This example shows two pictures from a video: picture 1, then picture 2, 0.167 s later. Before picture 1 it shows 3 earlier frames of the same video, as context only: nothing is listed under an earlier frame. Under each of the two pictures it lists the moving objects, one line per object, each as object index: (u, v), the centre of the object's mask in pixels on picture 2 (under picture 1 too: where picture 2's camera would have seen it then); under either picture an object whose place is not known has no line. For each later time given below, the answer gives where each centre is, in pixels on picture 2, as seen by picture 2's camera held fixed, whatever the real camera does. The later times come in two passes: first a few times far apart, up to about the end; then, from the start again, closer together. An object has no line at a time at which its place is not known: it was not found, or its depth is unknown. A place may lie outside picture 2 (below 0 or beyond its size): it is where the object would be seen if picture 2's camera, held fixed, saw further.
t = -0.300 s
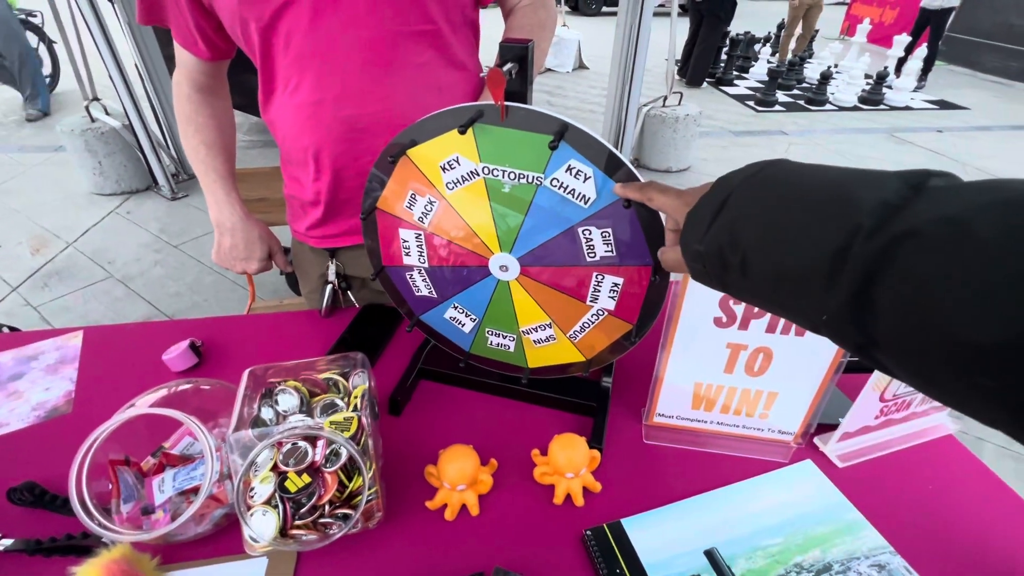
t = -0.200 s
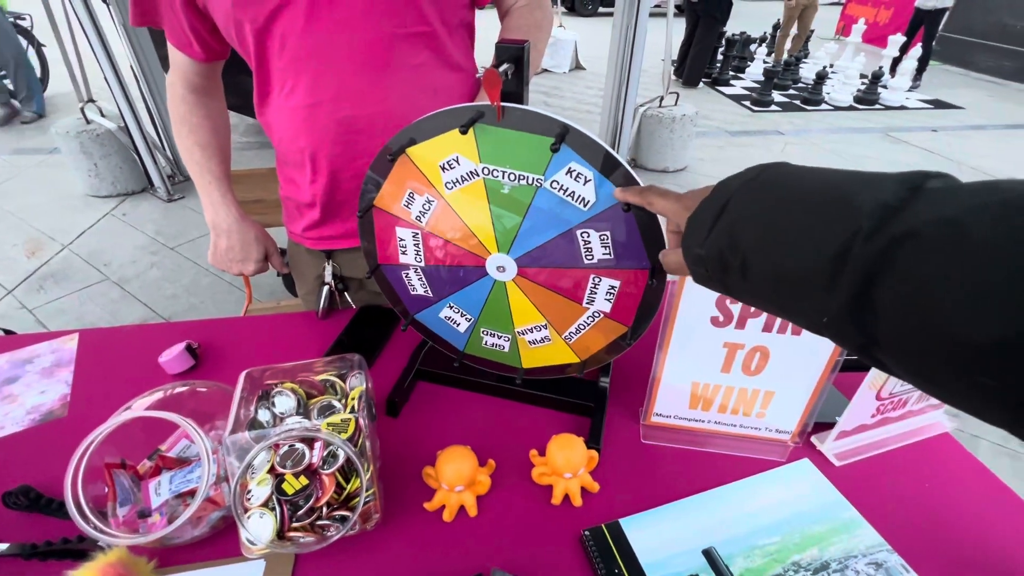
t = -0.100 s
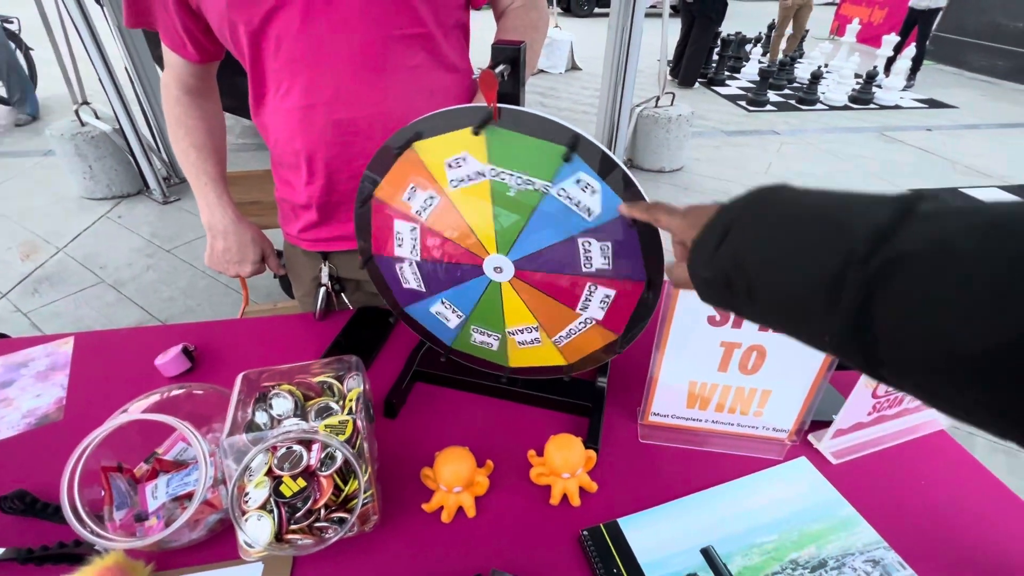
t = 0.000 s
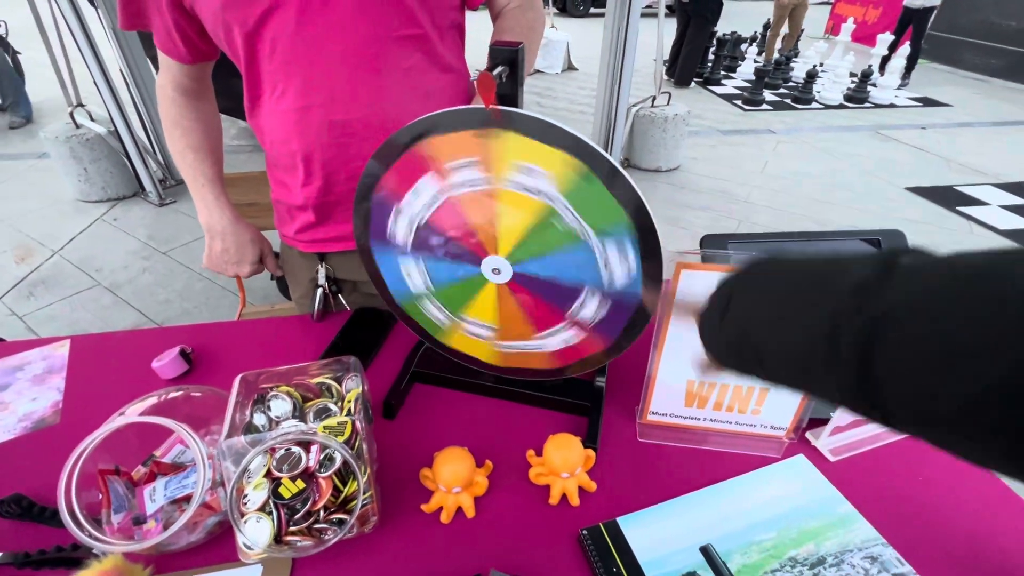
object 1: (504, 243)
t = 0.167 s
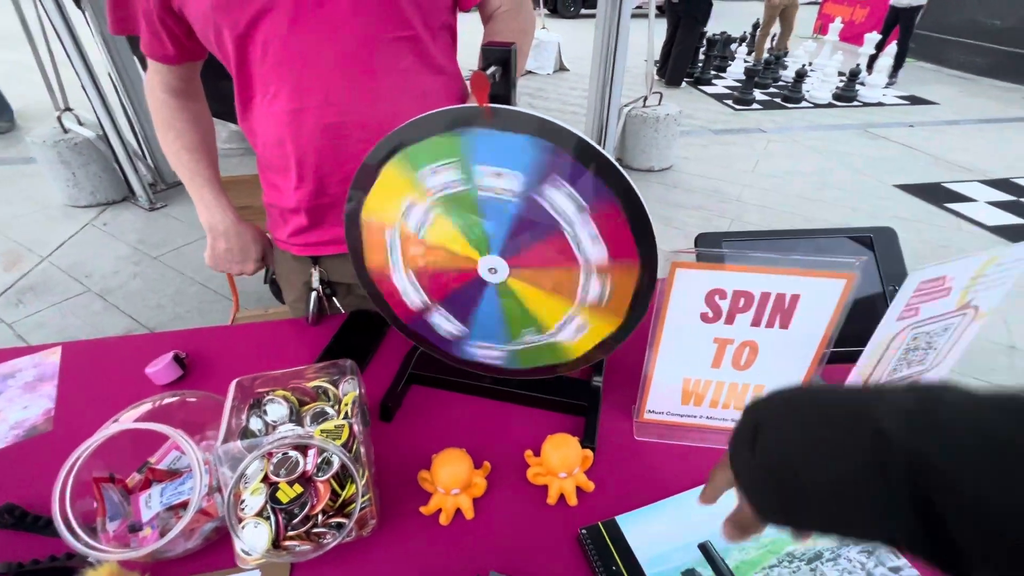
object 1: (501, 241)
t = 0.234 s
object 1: (502, 241)
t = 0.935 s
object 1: (498, 244)
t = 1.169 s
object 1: (497, 244)
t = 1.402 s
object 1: (496, 246)
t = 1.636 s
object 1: (495, 247)
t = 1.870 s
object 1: (496, 247)
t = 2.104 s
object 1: (495, 248)
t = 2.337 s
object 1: (496, 248)
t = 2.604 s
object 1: (496, 249)
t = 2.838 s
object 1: (496, 250)
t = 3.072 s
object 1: (496, 250)
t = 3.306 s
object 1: (496, 250)
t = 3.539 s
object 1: (496, 251)
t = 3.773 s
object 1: (497, 251)
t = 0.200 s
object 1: (502, 241)
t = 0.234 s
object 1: (502, 241)
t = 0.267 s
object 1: (503, 242)
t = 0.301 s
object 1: (502, 242)
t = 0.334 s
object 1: (501, 242)
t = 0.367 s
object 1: (501, 242)
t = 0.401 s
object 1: (500, 242)
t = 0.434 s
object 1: (500, 242)
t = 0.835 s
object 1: (498, 243)
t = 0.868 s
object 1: (498, 244)
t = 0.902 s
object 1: (498, 244)
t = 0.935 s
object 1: (498, 244)
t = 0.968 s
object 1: (498, 244)
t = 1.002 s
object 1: (497, 244)
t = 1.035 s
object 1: (497, 244)
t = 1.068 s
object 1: (497, 244)
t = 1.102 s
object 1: (497, 244)
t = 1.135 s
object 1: (497, 244)
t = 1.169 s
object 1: (497, 244)
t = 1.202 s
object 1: (497, 245)
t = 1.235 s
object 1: (497, 245)
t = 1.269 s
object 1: (497, 245)
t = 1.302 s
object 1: (497, 245)
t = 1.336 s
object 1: (497, 246)
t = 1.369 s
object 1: (496, 246)
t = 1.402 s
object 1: (496, 246)
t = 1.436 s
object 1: (496, 246)
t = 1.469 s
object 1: (496, 246)
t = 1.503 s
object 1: (496, 246)
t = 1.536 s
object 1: (495, 246)
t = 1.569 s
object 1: (495, 247)
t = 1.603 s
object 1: (495, 247)
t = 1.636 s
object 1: (495, 247)
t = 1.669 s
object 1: (495, 247)
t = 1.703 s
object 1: (495, 247)
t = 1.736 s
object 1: (495, 247)
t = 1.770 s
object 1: (495, 247)
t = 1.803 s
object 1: (495, 247)
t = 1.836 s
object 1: (496, 247)
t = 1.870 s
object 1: (496, 247)
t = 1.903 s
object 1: (496, 247)
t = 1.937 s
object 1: (495, 247)
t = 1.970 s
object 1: (495, 247)
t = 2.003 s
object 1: (495, 247)
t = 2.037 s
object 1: (495, 247)
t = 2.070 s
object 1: (495, 248)
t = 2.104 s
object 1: (495, 248)
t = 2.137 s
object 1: (496, 248)
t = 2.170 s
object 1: (496, 248)
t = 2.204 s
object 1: (496, 248)
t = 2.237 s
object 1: (496, 248)
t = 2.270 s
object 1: (496, 248)
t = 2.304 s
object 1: (496, 248)
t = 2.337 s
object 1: (496, 248)
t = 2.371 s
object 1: (496, 248)
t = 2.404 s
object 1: (496, 248)
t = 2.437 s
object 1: (496, 249)
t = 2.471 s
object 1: (496, 249)
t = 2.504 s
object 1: (496, 249)
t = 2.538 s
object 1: (496, 249)
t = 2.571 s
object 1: (496, 249)
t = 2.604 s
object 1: (496, 249)
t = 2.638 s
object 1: (496, 249)
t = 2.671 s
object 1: (496, 249)
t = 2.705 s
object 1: (496, 249)
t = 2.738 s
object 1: (496, 249)
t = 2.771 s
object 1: (496, 249)
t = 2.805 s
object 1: (496, 249)
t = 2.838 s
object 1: (496, 250)
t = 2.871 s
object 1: (496, 250)
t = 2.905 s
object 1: (496, 250)
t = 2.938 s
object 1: (496, 250)
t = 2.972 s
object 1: (496, 250)
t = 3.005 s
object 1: (496, 250)
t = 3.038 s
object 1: (496, 250)
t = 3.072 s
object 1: (496, 250)
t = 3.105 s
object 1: (496, 250)
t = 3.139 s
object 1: (496, 250)
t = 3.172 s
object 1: (496, 250)
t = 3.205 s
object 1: (496, 250)
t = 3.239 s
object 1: (496, 250)
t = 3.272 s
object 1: (496, 250)
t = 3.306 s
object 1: (496, 250)
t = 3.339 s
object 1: (496, 250)
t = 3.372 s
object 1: (496, 250)
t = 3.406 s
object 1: (496, 250)
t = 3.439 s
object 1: (496, 250)
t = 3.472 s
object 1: (496, 250)
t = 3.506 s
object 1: (496, 251)
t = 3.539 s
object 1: (496, 251)
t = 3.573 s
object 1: (497, 251)
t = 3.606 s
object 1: (497, 251)
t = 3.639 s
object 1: (497, 251)
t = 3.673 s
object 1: (497, 251)
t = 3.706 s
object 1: (497, 251)
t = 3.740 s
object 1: (497, 251)
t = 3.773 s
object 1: (497, 251)
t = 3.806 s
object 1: (497, 251)
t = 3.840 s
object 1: (497, 251)
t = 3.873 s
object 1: (497, 251)
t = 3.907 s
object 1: (497, 251)
